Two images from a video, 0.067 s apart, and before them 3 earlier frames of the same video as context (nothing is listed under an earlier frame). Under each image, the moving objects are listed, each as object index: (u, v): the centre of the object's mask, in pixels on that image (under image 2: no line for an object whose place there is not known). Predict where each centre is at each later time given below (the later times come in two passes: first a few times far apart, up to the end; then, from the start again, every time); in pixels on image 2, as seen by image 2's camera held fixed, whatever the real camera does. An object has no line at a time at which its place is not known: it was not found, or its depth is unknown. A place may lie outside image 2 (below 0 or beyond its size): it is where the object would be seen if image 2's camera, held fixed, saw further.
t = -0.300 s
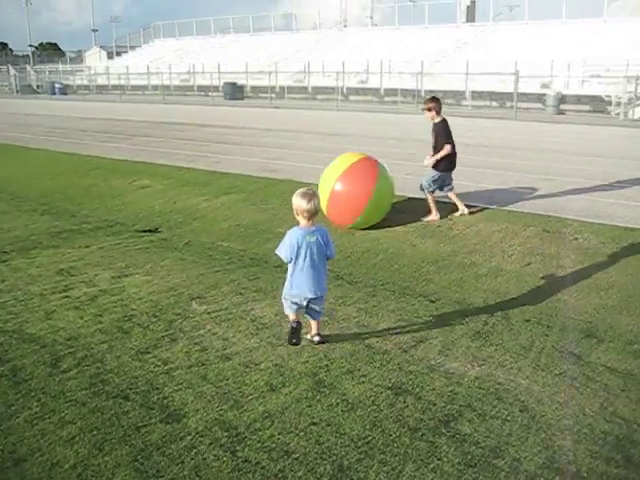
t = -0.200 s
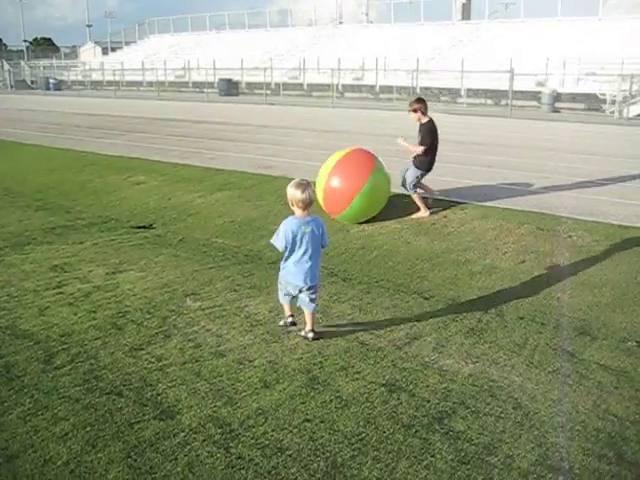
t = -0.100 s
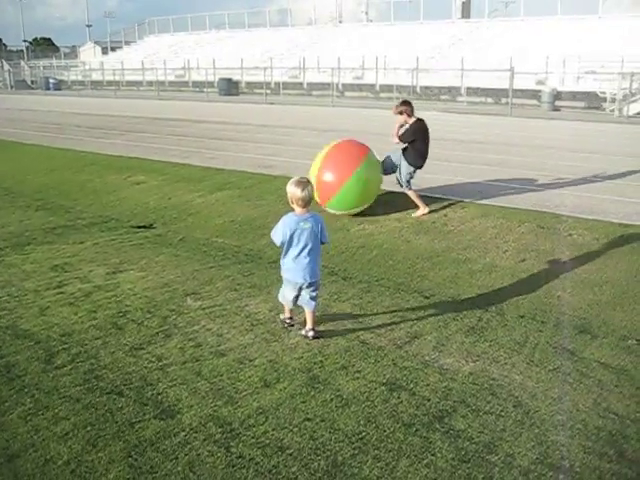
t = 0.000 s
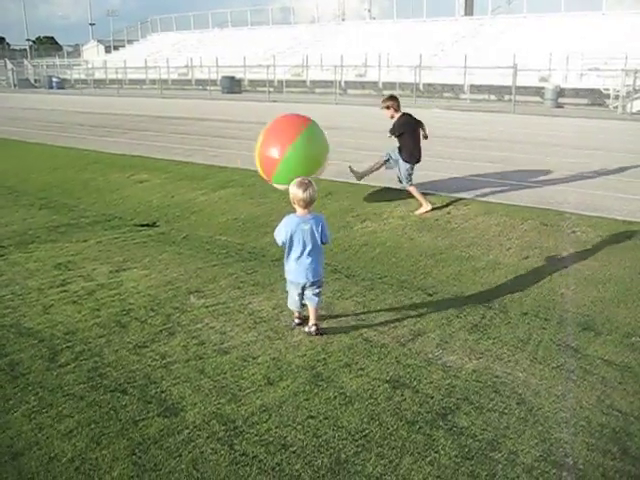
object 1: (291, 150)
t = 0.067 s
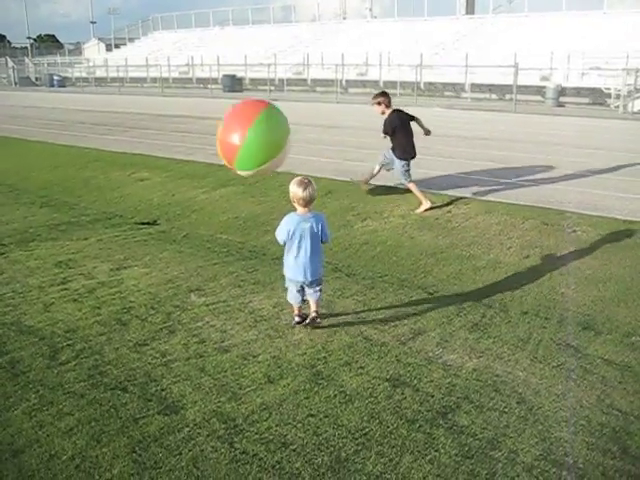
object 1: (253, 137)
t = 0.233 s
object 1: (158, 118)
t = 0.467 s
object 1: (33, 122)
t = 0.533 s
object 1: (1, 129)
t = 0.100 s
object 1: (234, 132)
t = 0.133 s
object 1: (214, 128)
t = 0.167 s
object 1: (195, 124)
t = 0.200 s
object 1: (177, 121)
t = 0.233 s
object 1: (158, 118)
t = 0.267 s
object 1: (138, 117)
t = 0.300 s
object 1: (119, 115)
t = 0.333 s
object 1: (101, 115)
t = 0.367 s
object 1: (83, 116)
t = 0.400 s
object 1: (66, 117)
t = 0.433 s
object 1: (49, 119)
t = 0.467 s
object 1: (33, 122)
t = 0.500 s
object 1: (16, 125)
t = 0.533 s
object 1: (1, 129)
